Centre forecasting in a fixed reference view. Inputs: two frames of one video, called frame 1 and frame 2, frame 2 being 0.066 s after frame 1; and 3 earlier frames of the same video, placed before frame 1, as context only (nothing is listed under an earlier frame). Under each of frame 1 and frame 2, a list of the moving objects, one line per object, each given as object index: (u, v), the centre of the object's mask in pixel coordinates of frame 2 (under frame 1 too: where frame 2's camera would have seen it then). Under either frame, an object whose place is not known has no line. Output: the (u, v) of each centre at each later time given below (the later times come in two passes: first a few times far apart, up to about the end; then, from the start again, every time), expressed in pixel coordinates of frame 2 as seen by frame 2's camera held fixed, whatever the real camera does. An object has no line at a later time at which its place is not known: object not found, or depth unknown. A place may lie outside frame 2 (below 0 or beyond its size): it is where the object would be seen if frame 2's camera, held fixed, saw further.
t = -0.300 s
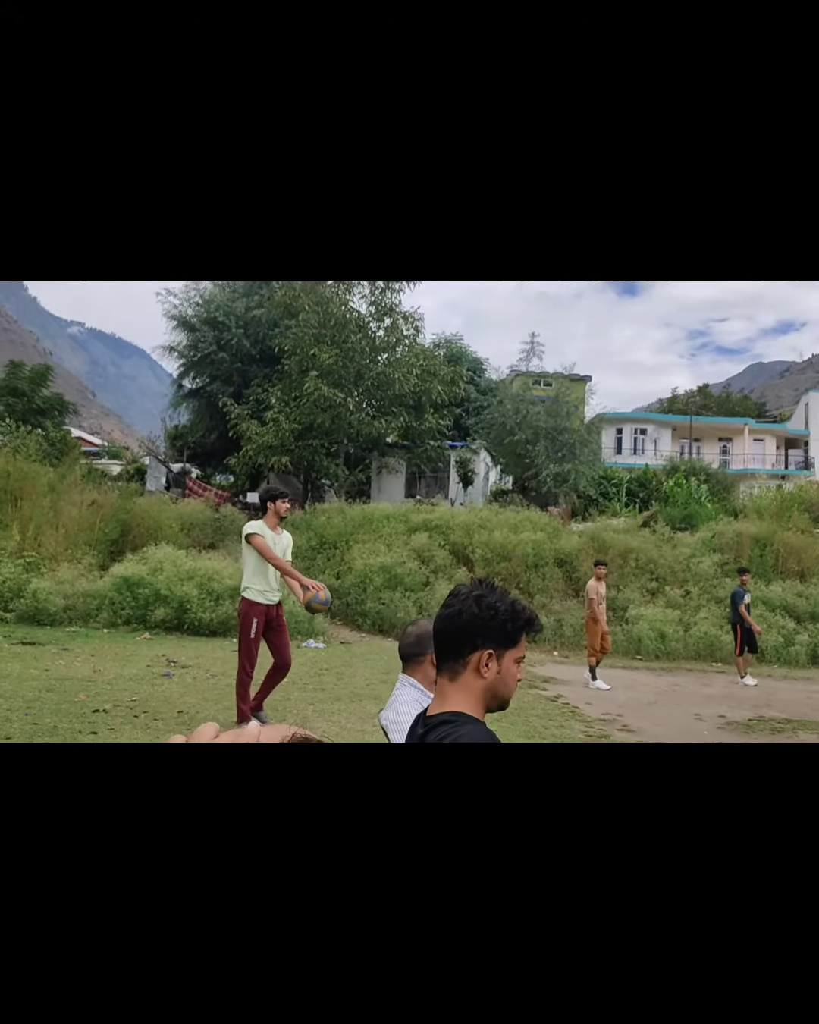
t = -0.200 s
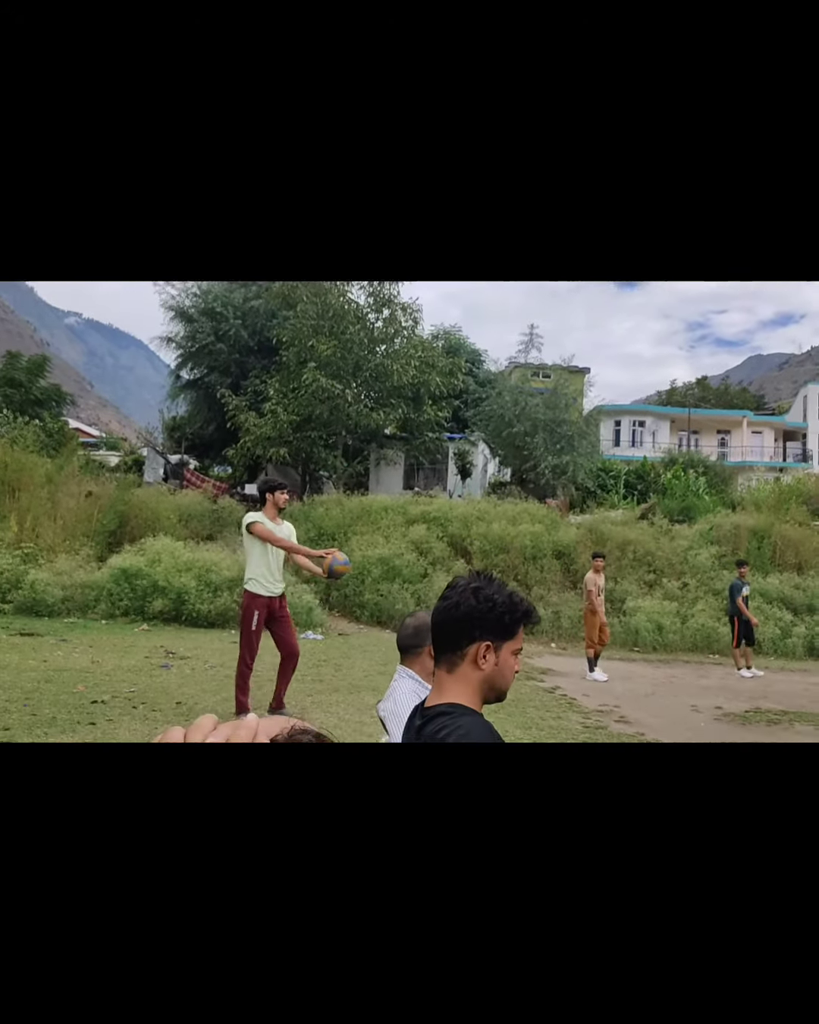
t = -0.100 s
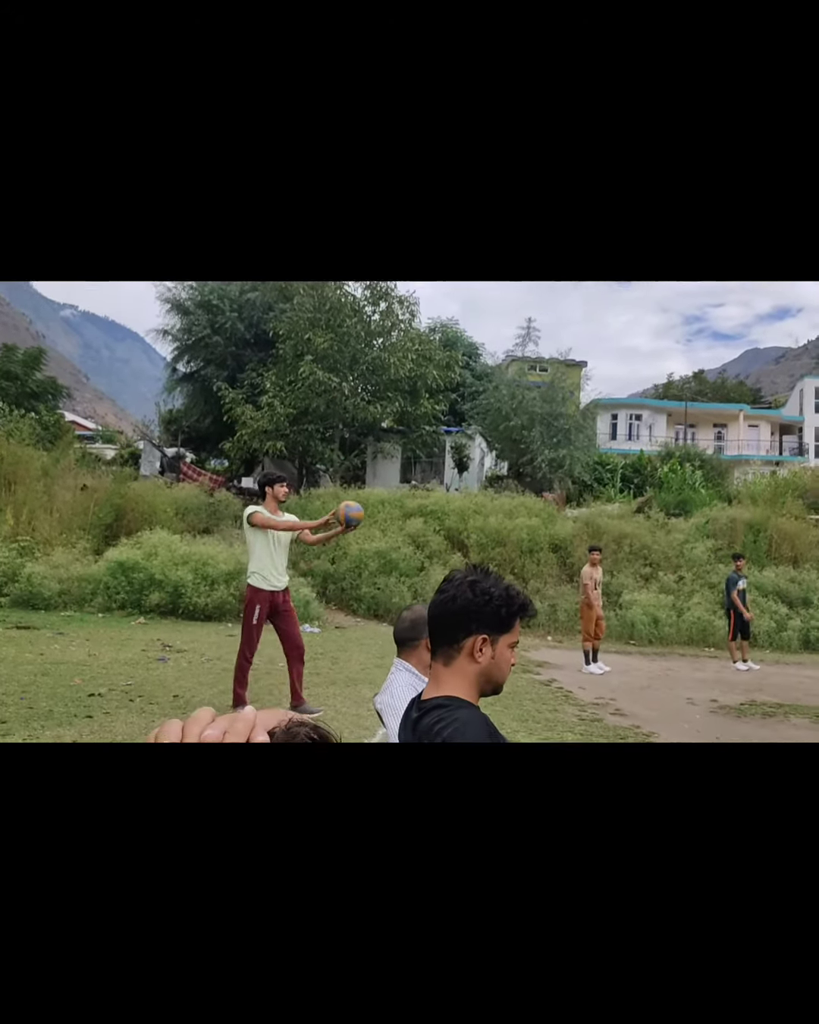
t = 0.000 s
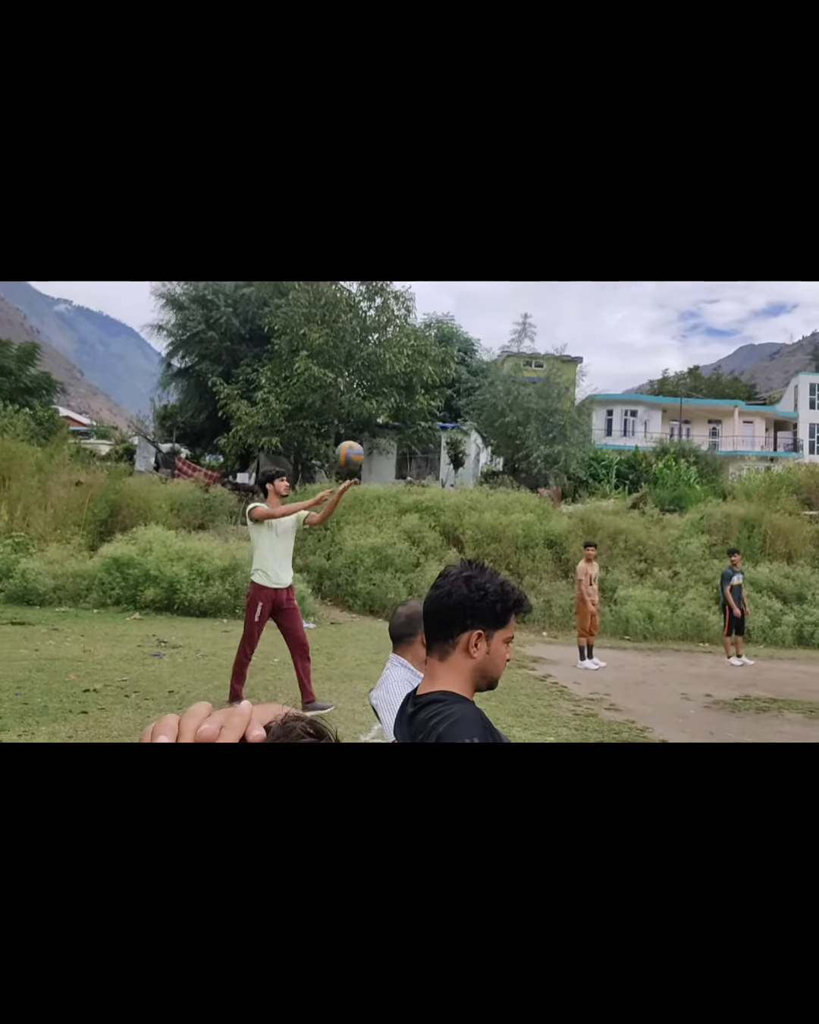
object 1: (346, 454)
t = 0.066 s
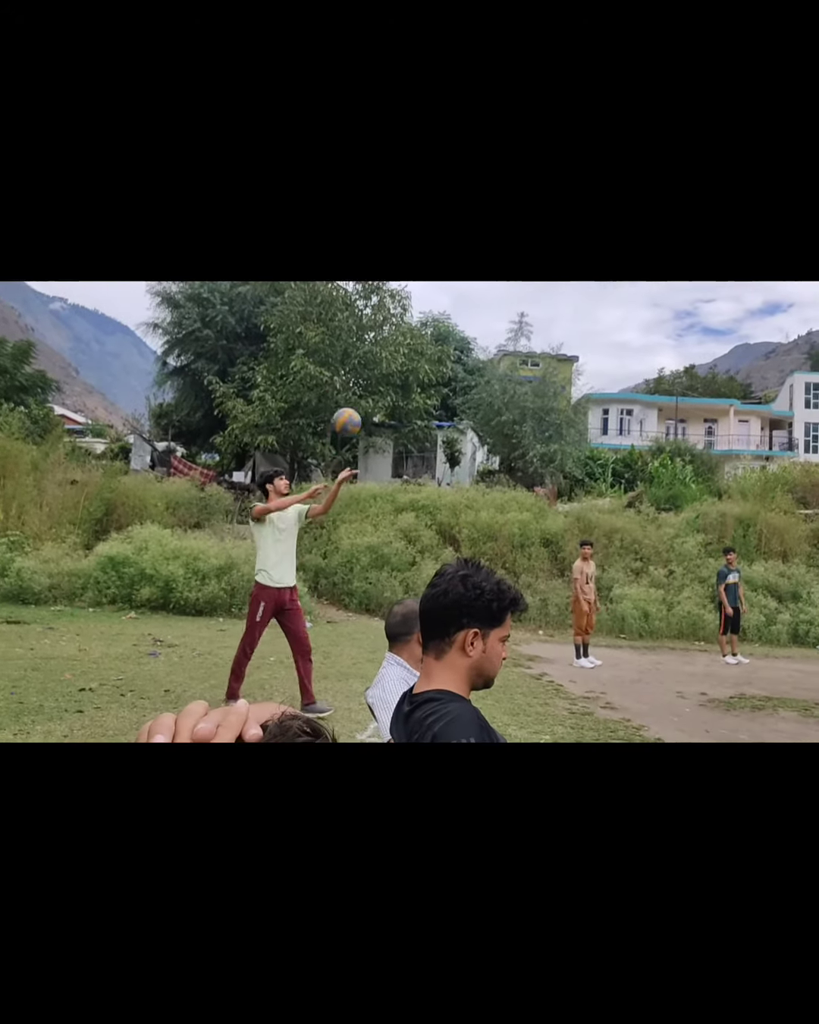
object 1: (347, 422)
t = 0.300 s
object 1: (347, 356)
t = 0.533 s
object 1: (343, 356)
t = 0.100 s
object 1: (347, 408)
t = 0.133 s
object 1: (347, 395)
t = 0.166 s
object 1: (348, 385)
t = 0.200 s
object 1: (348, 375)
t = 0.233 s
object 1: (347, 369)
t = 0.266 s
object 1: (347, 362)
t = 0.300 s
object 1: (347, 356)
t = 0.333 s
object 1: (347, 351)
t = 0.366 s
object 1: (347, 349)
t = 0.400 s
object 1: (346, 348)
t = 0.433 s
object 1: (346, 347)
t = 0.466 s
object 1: (345, 350)
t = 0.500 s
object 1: (344, 351)
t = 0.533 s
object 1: (343, 356)
